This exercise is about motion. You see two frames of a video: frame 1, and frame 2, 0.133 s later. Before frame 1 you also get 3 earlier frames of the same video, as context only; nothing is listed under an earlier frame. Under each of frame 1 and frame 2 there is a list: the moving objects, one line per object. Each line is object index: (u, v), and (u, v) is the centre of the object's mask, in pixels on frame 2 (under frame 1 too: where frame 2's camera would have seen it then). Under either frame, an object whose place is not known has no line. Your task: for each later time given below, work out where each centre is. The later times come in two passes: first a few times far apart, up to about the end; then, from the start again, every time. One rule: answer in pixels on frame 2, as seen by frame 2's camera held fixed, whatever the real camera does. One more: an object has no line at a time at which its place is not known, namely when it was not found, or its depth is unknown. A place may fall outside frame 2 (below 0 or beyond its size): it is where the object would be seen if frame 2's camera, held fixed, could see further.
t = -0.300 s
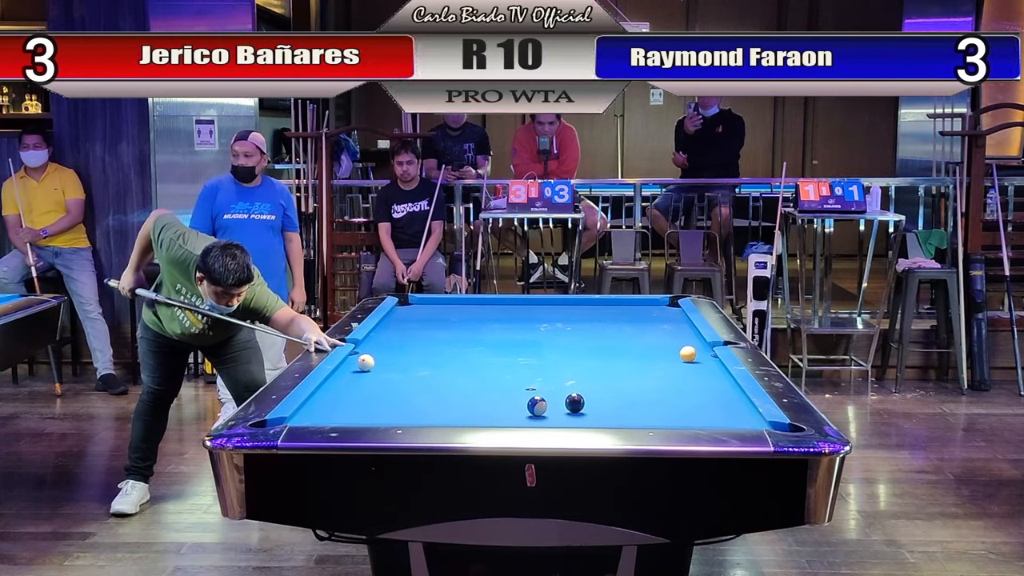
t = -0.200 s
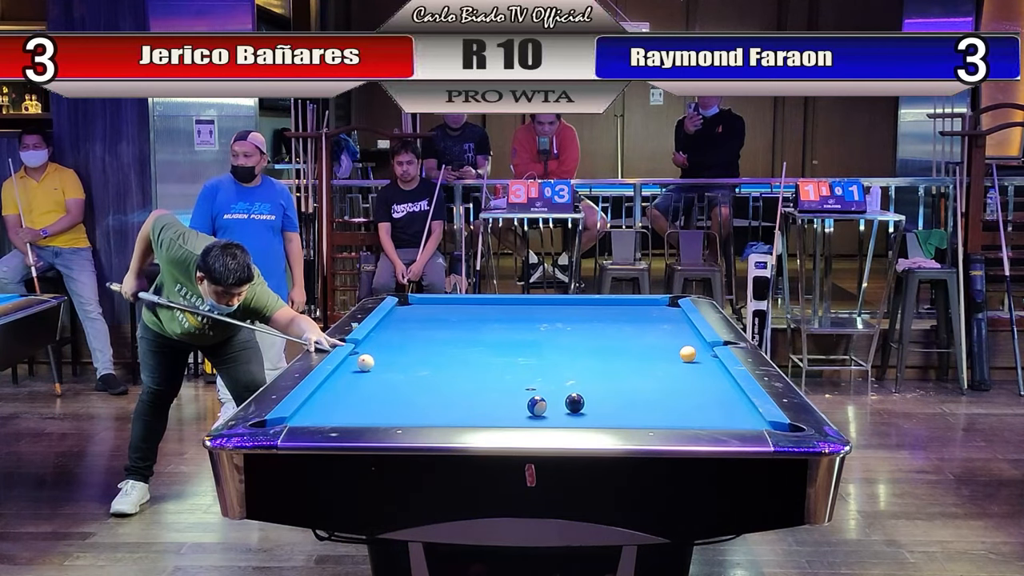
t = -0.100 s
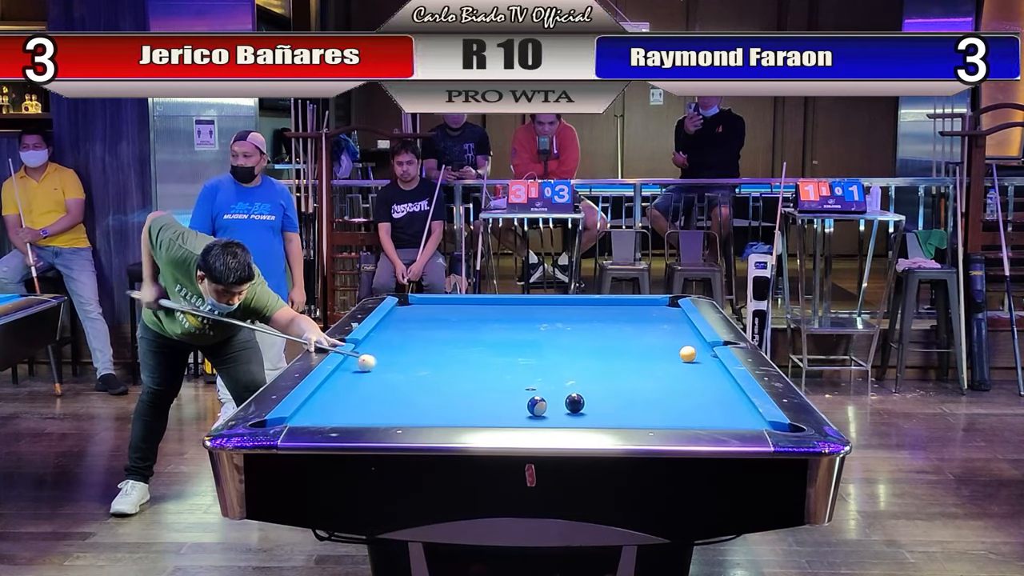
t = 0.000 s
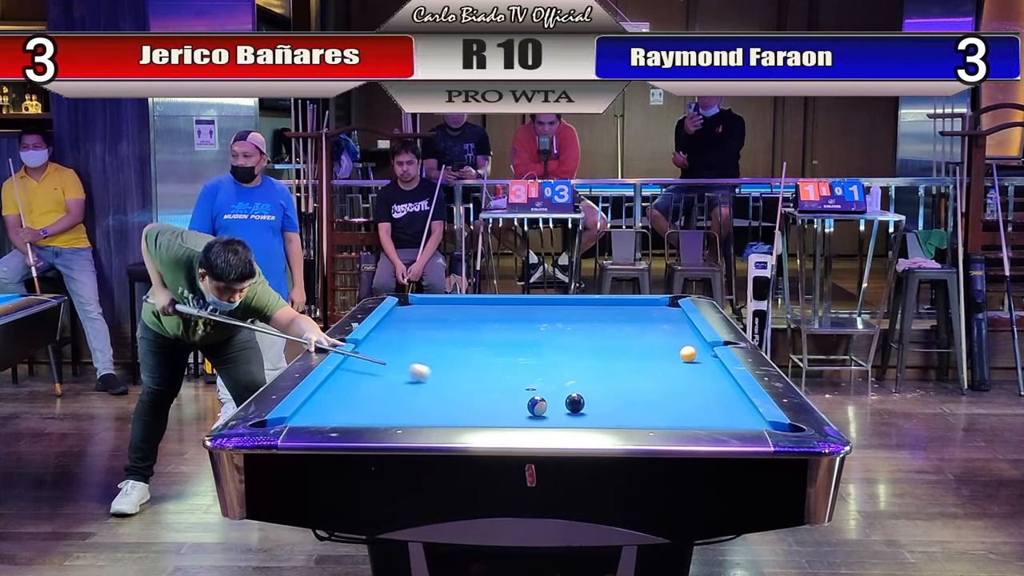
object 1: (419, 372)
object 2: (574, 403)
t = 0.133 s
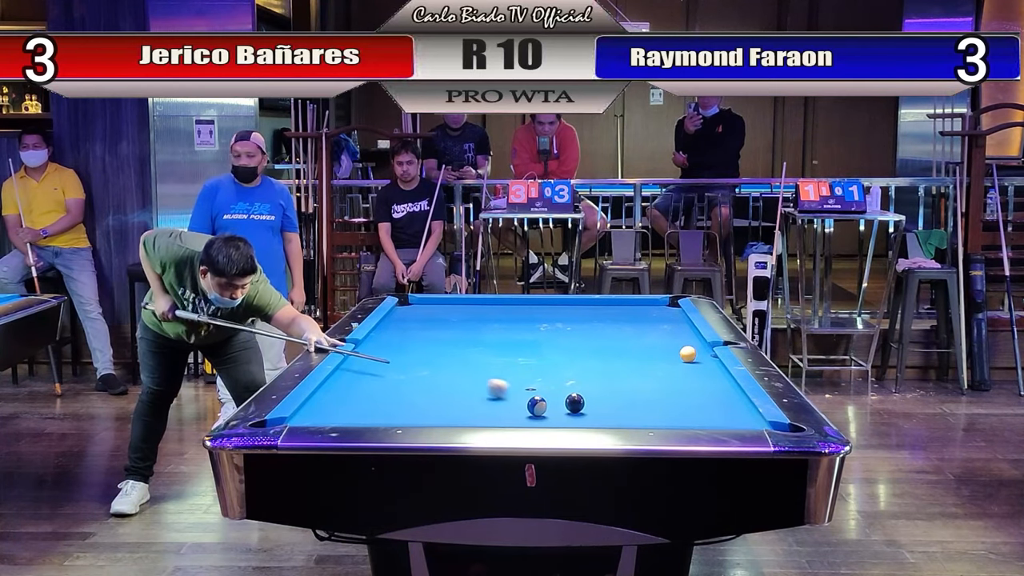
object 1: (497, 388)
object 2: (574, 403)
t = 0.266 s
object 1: (556, 401)
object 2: (604, 406)
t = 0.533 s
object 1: (580, 413)
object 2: (790, 431)
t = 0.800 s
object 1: (620, 420)
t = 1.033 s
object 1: (639, 417)
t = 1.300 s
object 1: (658, 411)
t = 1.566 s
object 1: (675, 404)
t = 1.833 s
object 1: (690, 398)
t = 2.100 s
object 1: (703, 392)
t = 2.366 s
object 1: (715, 388)
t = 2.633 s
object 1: (726, 383)
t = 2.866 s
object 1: (721, 380)
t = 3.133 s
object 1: (714, 377)
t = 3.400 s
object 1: (708, 375)
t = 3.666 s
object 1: (703, 373)
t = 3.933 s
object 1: (699, 371)
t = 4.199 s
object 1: (696, 370)
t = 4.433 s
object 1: (694, 369)
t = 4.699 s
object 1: (694, 368)
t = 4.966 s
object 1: (694, 367)
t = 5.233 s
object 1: (694, 367)
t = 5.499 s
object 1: (694, 367)
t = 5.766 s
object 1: (694, 367)
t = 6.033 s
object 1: (694, 367)
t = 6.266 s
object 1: (694, 367)
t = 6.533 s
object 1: (694, 367)
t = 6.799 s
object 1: (694, 367)
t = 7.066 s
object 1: (694, 367)
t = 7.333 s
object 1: (694, 367)
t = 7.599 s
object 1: (694, 367)
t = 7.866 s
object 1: (694, 367)
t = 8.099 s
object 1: (694, 367)
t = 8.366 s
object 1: (694, 367)
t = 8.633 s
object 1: (694, 367)
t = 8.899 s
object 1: (694, 367)
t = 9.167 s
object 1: (694, 367)
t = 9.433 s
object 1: (694, 367)
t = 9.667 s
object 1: (694, 367)
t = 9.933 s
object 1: (694, 367)
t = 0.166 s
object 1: (518, 392)
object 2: (574, 403)
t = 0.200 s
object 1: (540, 392)
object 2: (574, 403)
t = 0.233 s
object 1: (557, 400)
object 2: (579, 402)
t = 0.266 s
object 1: (556, 401)
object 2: (604, 406)
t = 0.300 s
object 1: (555, 402)
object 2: (629, 409)
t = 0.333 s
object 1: (556, 404)
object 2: (653, 413)
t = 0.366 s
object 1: (557, 405)
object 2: (677, 416)
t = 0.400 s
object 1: (560, 407)
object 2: (701, 418)
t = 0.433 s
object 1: (565, 408)
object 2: (724, 420)
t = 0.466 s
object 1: (570, 410)
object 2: (747, 422)
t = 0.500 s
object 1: (575, 412)
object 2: (774, 426)
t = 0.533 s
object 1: (580, 413)
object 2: (790, 431)
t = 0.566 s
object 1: (585, 415)
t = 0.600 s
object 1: (590, 416)
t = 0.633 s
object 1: (595, 417)
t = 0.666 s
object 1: (600, 418)
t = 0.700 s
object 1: (606, 419)
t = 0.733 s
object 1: (611, 420)
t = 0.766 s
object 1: (616, 421)
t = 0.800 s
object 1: (620, 420)
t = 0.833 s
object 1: (622, 420)
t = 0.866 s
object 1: (625, 419)
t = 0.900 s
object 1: (628, 419)
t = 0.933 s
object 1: (631, 419)
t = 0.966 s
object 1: (633, 418)
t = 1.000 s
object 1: (636, 418)
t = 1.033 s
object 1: (639, 417)
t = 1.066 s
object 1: (641, 416)
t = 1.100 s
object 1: (644, 416)
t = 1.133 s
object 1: (646, 415)
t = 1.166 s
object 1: (649, 415)
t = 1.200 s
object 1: (651, 414)
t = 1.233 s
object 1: (654, 413)
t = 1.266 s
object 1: (656, 412)
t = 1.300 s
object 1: (658, 411)
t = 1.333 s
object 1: (660, 410)
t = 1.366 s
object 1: (662, 409)
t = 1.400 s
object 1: (665, 409)
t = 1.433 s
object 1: (667, 408)
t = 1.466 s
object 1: (669, 407)
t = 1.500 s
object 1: (671, 406)
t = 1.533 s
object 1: (673, 405)
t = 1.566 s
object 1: (675, 404)
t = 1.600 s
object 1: (677, 403)
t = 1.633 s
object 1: (679, 403)
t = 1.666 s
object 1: (681, 402)
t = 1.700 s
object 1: (683, 401)
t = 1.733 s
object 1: (684, 400)
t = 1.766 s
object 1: (686, 399)
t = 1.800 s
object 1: (688, 398)
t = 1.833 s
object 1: (690, 398)
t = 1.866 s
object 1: (692, 397)
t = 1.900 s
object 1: (693, 397)
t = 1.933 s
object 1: (695, 396)
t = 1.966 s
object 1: (697, 395)
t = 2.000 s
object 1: (698, 394)
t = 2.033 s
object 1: (700, 394)
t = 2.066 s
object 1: (701, 393)
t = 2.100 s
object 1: (703, 392)
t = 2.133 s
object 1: (704, 392)
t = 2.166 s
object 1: (706, 391)
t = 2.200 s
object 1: (707, 390)
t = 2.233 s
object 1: (709, 390)
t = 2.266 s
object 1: (710, 389)
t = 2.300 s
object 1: (712, 389)
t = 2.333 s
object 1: (713, 388)
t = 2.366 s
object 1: (715, 388)
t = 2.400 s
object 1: (716, 387)
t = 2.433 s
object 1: (718, 386)
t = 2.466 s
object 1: (719, 386)
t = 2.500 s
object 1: (720, 385)
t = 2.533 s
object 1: (721, 384)
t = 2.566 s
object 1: (723, 384)
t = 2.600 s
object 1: (724, 383)
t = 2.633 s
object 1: (726, 383)
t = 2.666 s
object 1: (727, 382)
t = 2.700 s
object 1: (726, 382)
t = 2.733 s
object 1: (726, 382)
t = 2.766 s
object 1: (724, 381)
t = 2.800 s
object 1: (723, 381)
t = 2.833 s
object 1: (722, 380)
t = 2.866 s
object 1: (721, 380)
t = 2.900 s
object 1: (720, 380)
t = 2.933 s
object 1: (719, 379)
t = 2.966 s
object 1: (718, 379)
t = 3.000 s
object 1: (717, 379)
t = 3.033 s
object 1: (716, 378)
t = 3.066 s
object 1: (715, 378)
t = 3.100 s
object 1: (715, 378)
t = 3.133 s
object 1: (714, 377)
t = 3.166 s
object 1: (713, 377)
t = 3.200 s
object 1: (712, 377)
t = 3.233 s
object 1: (711, 376)
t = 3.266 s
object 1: (710, 376)
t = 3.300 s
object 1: (710, 376)
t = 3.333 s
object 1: (709, 375)
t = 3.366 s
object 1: (708, 375)
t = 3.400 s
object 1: (708, 375)
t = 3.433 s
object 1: (707, 374)
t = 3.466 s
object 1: (706, 374)
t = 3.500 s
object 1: (706, 374)
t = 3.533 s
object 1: (705, 374)
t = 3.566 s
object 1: (704, 373)
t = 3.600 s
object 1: (704, 373)
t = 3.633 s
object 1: (703, 373)
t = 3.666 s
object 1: (703, 373)
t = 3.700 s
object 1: (702, 372)
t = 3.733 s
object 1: (702, 372)
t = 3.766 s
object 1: (701, 372)
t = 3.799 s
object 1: (701, 372)
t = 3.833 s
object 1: (700, 371)
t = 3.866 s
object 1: (700, 371)
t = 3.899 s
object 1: (700, 371)
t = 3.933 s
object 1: (699, 371)
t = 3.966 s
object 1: (699, 371)
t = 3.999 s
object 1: (698, 371)
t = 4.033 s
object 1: (698, 370)
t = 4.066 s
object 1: (698, 370)
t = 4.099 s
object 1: (697, 370)
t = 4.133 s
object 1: (697, 370)
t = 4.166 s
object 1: (697, 370)
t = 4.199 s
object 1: (696, 370)
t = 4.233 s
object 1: (696, 370)
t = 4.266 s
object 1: (696, 370)
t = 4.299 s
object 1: (695, 369)
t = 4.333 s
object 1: (695, 369)
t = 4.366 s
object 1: (695, 369)
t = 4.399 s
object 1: (695, 369)
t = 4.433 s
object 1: (694, 369)
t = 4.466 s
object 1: (694, 369)
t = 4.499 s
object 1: (694, 369)
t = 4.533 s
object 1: (694, 368)
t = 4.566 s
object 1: (694, 368)
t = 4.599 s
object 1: (694, 368)
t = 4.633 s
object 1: (694, 368)
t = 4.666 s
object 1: (694, 368)
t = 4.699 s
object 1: (694, 368)
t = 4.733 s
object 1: (694, 368)
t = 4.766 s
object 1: (694, 368)
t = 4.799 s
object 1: (694, 368)
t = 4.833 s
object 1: (694, 368)
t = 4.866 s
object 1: (694, 367)
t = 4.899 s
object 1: (694, 367)
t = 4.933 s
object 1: (694, 367)
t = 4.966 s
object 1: (694, 367)
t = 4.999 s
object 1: (694, 367)
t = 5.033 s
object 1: (694, 367)
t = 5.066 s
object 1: (694, 367)
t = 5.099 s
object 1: (694, 367)
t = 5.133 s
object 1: (694, 367)
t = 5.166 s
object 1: (694, 367)
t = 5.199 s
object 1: (694, 367)
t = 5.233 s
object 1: (694, 367)
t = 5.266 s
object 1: (694, 367)
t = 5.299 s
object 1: (694, 367)
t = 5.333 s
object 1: (694, 367)
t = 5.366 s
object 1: (694, 367)
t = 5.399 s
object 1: (694, 367)
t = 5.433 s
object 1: (694, 367)
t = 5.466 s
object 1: (694, 367)
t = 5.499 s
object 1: (694, 367)
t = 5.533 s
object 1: (694, 367)
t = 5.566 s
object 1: (694, 367)
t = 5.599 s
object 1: (694, 367)
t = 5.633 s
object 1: (694, 367)
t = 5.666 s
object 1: (694, 367)
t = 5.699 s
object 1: (694, 367)
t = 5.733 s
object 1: (694, 367)
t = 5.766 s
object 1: (694, 367)
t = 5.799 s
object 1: (694, 367)
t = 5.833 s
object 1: (694, 367)
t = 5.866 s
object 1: (694, 367)
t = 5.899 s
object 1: (694, 367)
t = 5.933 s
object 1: (694, 367)
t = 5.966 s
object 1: (694, 367)
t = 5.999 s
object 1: (694, 367)
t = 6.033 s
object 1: (694, 367)
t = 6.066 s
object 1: (694, 367)
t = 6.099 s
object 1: (694, 367)
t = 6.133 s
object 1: (694, 367)
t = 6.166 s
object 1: (694, 367)
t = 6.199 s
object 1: (694, 367)
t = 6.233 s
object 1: (694, 367)
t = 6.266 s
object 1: (694, 367)
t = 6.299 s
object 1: (694, 367)
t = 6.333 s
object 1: (694, 367)
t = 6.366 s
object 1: (694, 367)
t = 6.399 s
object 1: (694, 367)
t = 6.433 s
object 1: (694, 367)
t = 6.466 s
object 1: (694, 367)
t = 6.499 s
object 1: (694, 367)
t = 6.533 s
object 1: (694, 367)
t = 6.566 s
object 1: (694, 367)
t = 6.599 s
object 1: (694, 367)
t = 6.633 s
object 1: (694, 367)
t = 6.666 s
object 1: (694, 367)
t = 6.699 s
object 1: (694, 367)
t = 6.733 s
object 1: (694, 367)
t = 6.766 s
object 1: (694, 367)
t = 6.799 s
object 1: (694, 367)
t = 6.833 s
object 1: (694, 367)
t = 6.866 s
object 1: (694, 367)
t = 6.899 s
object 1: (694, 367)
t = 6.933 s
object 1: (694, 367)
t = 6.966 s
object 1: (694, 367)
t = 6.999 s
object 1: (694, 367)
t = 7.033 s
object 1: (694, 367)
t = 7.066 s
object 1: (694, 367)
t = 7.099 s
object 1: (694, 367)
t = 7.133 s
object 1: (694, 367)
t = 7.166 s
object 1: (694, 367)
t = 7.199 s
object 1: (694, 367)
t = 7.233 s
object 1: (694, 367)
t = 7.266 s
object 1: (694, 367)
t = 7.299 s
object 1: (694, 367)
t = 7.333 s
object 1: (694, 367)
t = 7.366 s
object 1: (694, 367)
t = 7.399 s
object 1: (694, 367)
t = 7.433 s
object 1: (694, 367)
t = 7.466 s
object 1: (694, 367)
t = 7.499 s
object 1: (694, 367)
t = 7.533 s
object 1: (694, 367)
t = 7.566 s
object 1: (694, 367)
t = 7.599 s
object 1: (694, 367)
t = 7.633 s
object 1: (694, 367)
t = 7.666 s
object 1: (694, 367)
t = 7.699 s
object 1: (694, 367)
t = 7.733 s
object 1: (694, 367)
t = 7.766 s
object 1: (694, 367)
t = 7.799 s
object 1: (694, 367)
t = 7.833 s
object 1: (694, 367)
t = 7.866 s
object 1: (694, 367)
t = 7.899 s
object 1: (694, 367)
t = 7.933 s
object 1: (694, 367)
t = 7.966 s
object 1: (694, 367)
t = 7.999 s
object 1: (694, 367)
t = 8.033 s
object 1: (694, 367)
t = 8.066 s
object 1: (694, 367)
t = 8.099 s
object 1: (694, 367)
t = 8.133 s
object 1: (694, 367)
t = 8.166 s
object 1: (694, 367)
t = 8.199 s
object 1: (694, 367)
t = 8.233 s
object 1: (694, 367)
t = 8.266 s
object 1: (694, 367)
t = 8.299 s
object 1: (694, 367)
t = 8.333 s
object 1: (694, 367)
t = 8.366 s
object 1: (694, 367)
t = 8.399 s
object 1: (694, 367)
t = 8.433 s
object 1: (694, 367)
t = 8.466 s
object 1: (694, 367)
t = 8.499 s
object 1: (694, 367)
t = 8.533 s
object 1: (694, 367)
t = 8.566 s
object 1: (694, 367)
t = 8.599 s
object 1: (694, 367)
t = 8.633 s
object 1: (694, 367)
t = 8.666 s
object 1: (694, 367)
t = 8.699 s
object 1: (694, 367)
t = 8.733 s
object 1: (694, 367)
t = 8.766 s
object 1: (694, 367)
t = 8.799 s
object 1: (694, 367)
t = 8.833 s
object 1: (694, 367)
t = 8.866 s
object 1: (694, 367)
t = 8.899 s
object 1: (694, 367)
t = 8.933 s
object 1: (694, 367)
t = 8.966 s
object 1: (694, 367)
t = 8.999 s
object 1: (694, 367)
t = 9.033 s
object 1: (694, 367)
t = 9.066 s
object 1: (694, 367)
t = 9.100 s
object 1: (694, 367)
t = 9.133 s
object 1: (694, 367)
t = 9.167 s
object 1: (694, 367)
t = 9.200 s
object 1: (694, 367)
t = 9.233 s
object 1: (694, 367)
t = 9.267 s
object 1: (694, 367)
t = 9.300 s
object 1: (694, 367)
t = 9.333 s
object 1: (694, 367)
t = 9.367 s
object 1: (694, 367)
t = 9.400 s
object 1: (694, 367)
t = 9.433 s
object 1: (694, 367)
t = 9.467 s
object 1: (694, 367)
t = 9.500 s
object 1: (694, 367)
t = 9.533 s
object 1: (694, 367)
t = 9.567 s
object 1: (694, 367)
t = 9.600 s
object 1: (694, 367)
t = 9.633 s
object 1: (694, 367)
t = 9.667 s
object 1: (694, 367)
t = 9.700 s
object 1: (694, 367)
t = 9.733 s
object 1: (694, 367)
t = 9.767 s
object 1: (694, 367)
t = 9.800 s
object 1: (694, 367)
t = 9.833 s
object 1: (694, 367)
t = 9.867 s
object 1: (694, 367)
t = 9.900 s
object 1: (694, 367)
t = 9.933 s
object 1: (694, 367)
